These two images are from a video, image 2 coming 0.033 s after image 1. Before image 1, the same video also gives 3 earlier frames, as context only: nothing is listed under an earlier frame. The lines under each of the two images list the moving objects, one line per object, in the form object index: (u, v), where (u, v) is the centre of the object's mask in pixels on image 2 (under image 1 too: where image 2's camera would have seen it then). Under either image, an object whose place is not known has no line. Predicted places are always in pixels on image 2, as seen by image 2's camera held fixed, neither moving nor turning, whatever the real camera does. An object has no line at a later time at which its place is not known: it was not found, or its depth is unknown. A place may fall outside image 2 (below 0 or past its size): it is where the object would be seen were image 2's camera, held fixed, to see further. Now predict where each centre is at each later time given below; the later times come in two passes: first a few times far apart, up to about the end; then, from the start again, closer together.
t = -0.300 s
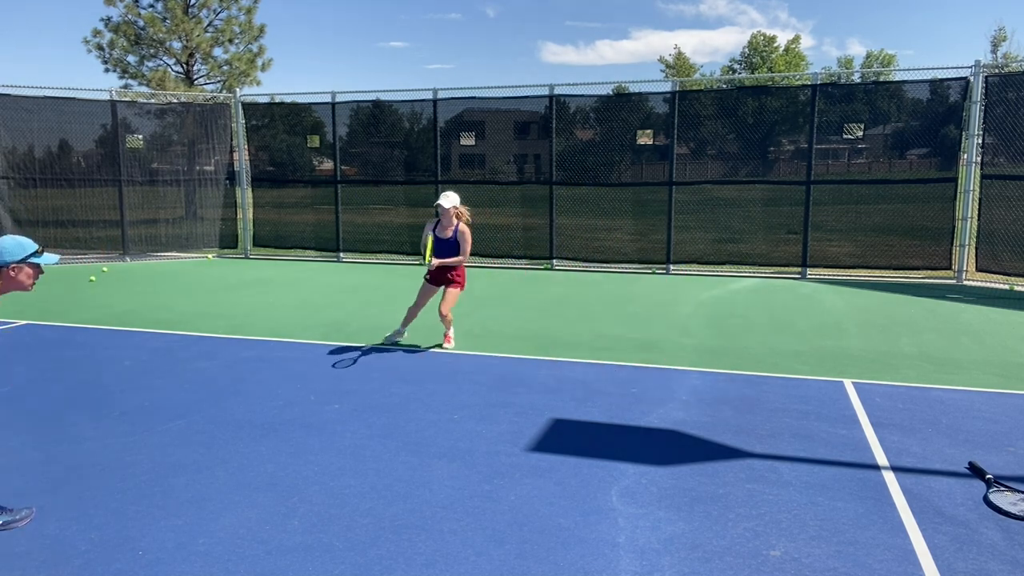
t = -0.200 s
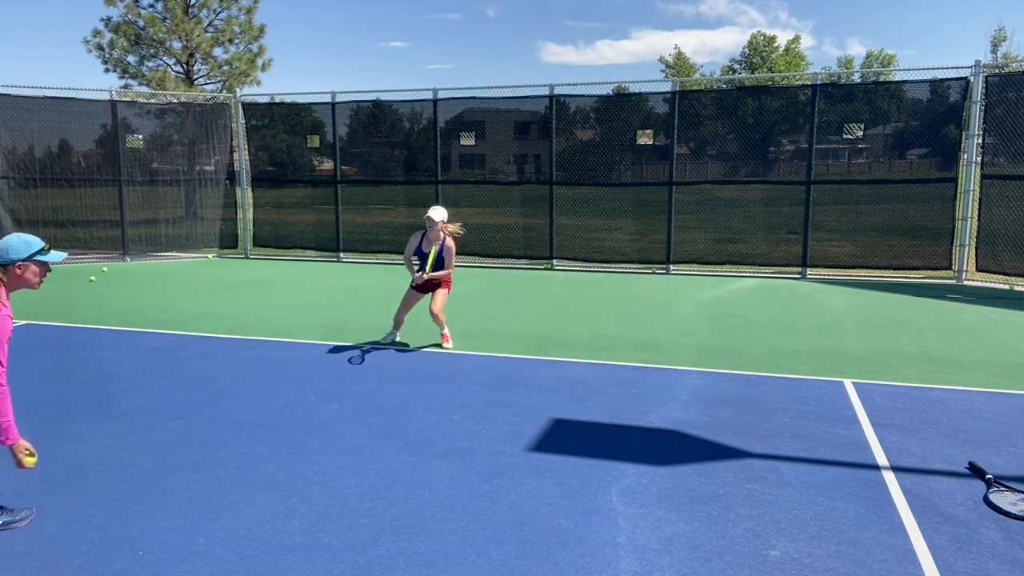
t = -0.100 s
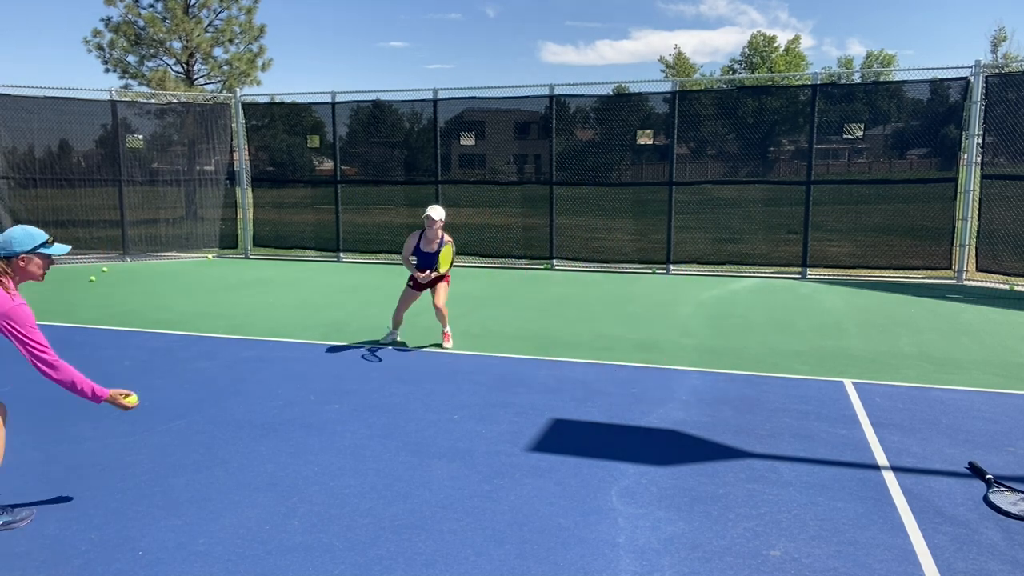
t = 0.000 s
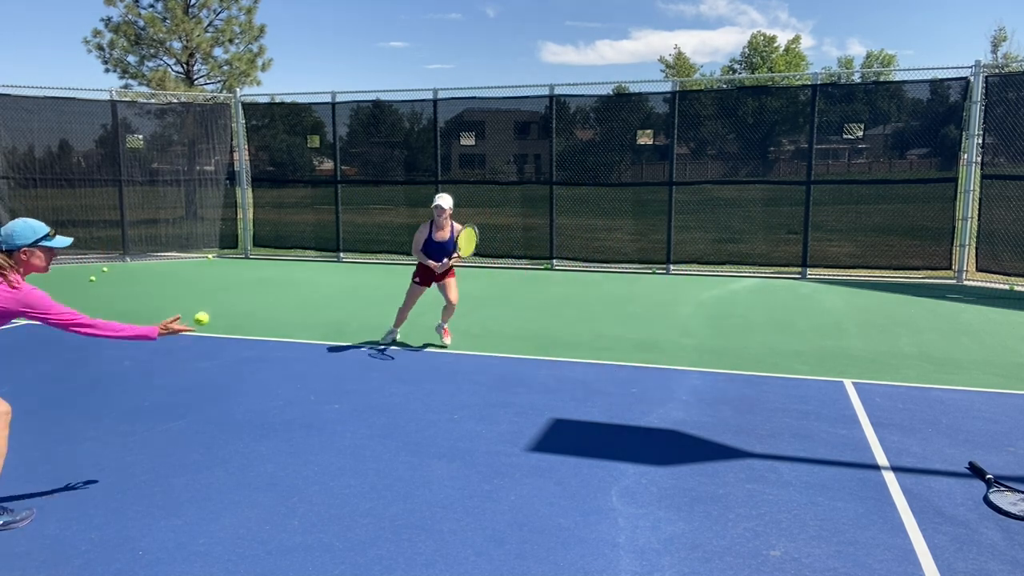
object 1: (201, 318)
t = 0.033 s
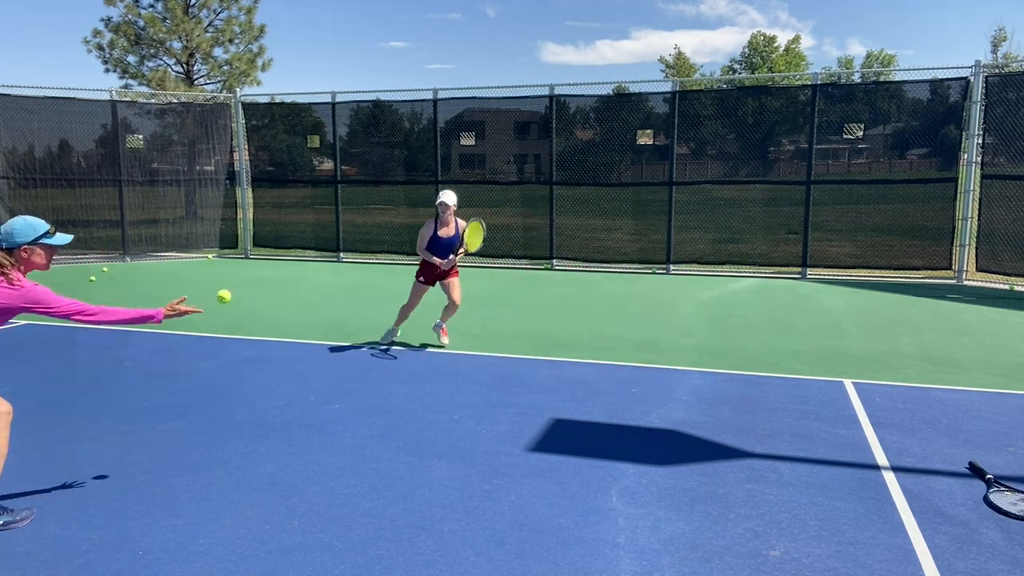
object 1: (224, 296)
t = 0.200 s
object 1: (328, 225)
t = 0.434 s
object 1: (455, 219)
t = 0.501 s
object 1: (487, 234)
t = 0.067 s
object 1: (246, 276)
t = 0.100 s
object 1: (267, 259)
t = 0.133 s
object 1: (288, 245)
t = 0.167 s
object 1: (307, 233)
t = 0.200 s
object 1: (328, 225)
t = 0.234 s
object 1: (347, 217)
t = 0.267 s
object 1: (366, 212)
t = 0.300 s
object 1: (385, 210)
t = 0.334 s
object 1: (403, 209)
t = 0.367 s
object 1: (421, 210)
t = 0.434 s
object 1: (455, 219)
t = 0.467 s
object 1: (471, 226)
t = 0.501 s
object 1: (487, 234)
